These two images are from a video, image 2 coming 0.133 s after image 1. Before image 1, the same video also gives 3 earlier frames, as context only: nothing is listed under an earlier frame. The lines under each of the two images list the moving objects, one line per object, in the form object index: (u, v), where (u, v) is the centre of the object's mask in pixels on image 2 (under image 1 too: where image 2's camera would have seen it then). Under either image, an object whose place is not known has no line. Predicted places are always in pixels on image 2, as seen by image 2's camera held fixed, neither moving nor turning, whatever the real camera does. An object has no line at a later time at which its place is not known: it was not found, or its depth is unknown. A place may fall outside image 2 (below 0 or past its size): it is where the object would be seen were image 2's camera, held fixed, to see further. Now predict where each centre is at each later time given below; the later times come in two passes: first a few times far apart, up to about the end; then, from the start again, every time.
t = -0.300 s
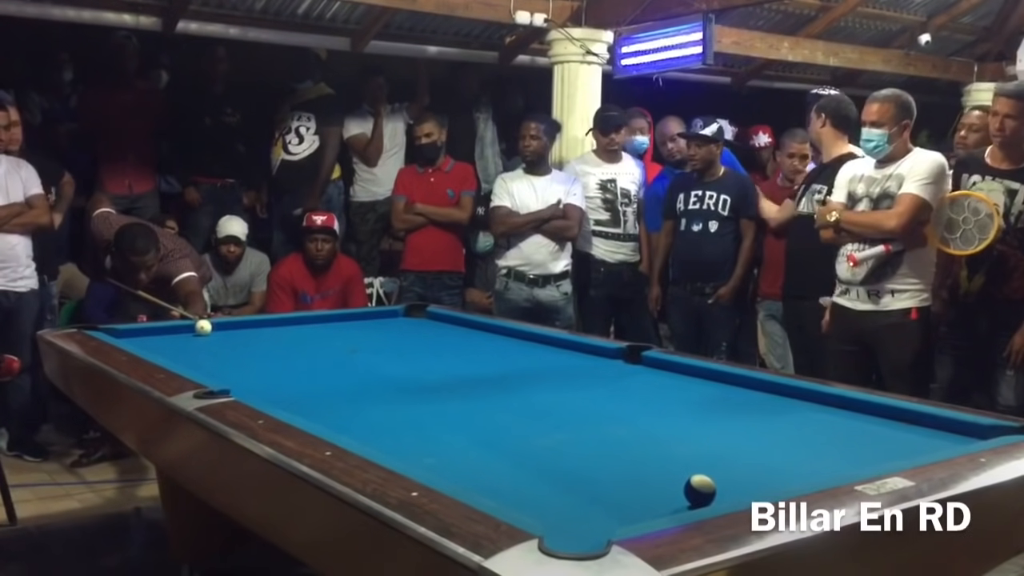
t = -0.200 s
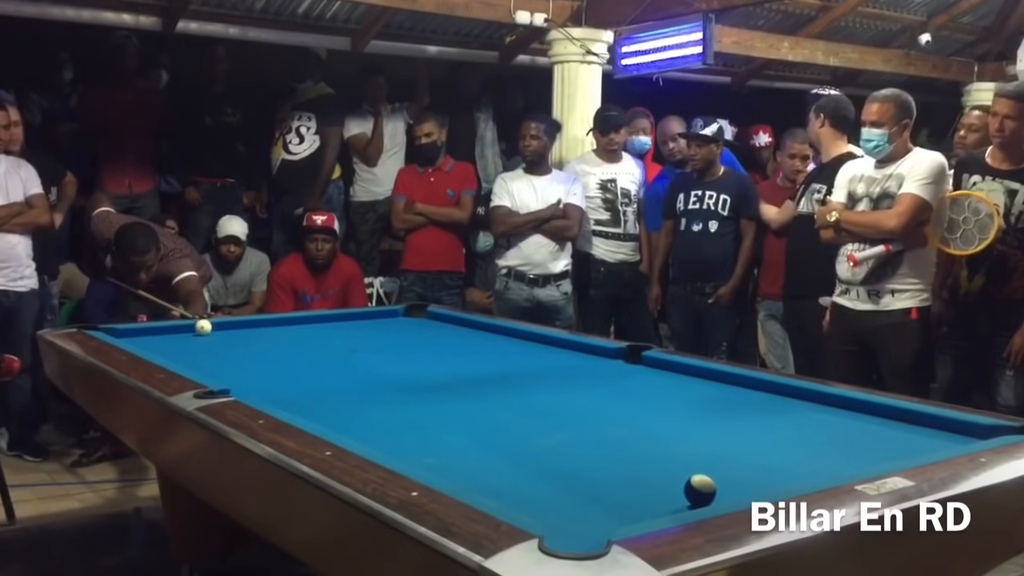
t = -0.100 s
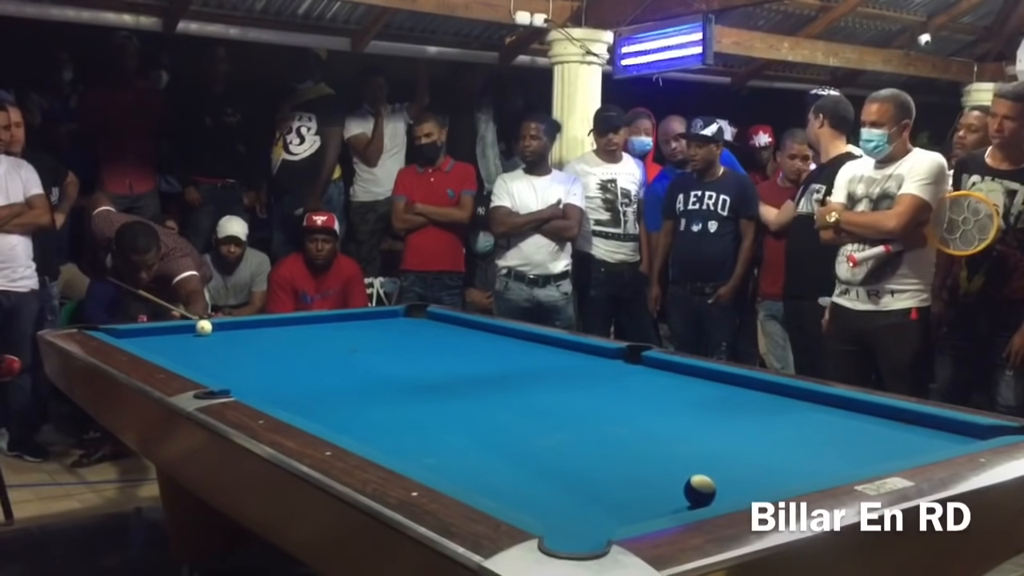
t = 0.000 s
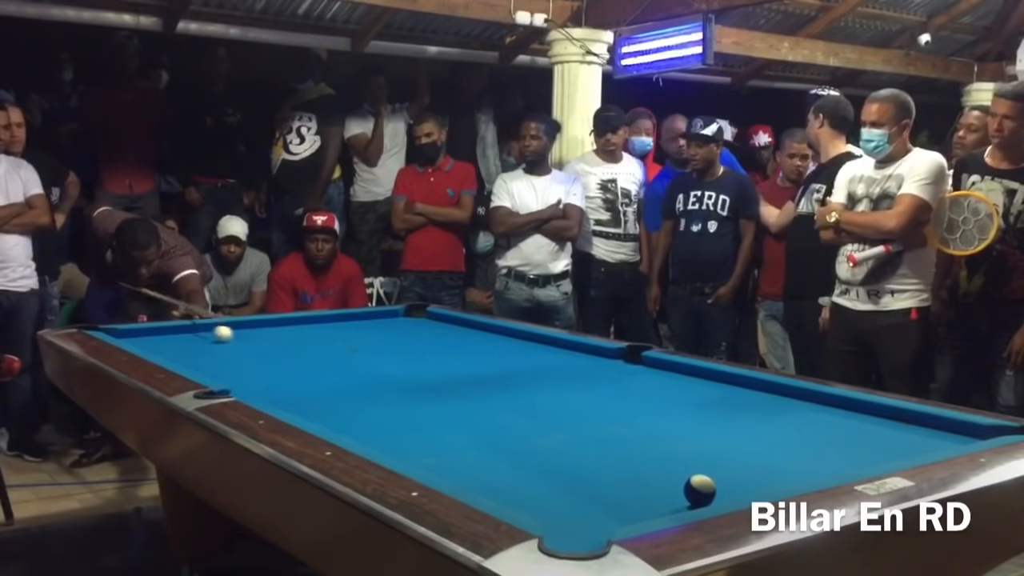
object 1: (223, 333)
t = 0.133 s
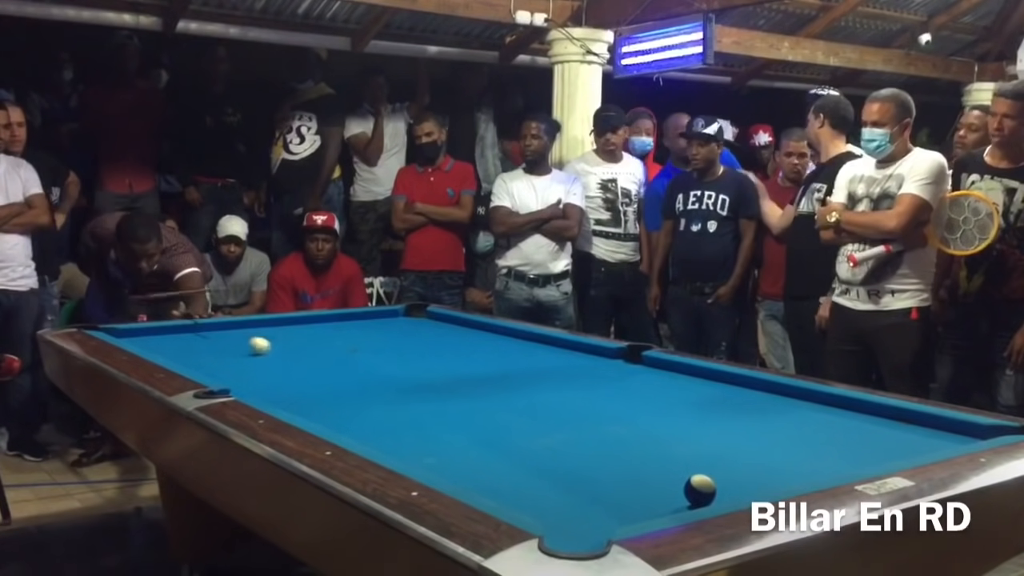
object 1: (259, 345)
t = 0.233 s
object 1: (291, 356)
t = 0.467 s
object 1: (378, 386)
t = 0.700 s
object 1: (496, 427)
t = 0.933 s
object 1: (661, 483)
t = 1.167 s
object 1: (674, 505)
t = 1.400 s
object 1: (602, 502)
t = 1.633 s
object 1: (535, 490)
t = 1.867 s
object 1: (475, 480)
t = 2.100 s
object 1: (435, 467)
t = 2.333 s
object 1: (428, 460)
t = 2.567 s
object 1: (423, 452)
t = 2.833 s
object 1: (417, 441)
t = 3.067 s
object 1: (414, 434)
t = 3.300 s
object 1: (410, 429)
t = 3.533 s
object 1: (406, 423)
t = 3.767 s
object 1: (404, 419)
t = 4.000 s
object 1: (400, 415)
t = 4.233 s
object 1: (398, 411)
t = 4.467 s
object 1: (395, 409)
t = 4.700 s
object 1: (394, 406)
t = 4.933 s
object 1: (393, 404)
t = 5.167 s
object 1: (392, 403)
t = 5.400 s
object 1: (391, 401)
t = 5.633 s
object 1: (391, 400)
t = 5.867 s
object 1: (391, 400)
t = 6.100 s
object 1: (392, 399)
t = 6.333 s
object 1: (392, 400)
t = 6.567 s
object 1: (392, 399)
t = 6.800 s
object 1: (392, 399)
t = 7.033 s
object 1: (392, 399)
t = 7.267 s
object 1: (392, 399)
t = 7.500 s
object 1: (392, 399)
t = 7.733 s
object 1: (392, 399)
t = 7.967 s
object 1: (392, 399)
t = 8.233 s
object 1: (392, 399)
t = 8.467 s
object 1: (392, 399)
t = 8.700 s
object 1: (392, 399)
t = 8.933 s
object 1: (392, 399)
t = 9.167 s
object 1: (392, 399)
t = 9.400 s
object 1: (392, 399)
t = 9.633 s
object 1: (392, 399)
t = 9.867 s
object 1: (392, 399)
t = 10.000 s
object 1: (392, 399)
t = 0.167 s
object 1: (269, 349)
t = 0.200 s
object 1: (280, 352)
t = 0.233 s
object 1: (291, 356)
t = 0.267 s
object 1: (302, 360)
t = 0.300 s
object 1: (313, 363)
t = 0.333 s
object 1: (325, 368)
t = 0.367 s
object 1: (338, 373)
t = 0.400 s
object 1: (351, 377)
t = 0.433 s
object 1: (364, 382)
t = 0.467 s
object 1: (378, 386)
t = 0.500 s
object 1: (393, 391)
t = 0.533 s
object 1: (409, 397)
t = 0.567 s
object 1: (424, 402)
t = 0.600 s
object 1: (441, 407)
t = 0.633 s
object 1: (459, 413)
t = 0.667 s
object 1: (477, 419)
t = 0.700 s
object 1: (496, 427)
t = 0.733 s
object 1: (517, 433)
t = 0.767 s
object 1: (538, 440)
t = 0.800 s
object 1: (560, 448)
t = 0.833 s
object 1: (583, 456)
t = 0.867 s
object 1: (608, 465)
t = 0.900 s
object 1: (634, 474)
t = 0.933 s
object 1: (661, 483)
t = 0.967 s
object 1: (668, 489)
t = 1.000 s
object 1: (665, 493)
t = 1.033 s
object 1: (665, 496)
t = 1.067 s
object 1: (667, 499)
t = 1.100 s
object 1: (671, 502)
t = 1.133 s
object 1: (674, 504)
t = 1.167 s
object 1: (674, 505)
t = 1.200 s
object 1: (663, 505)
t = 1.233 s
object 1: (653, 506)
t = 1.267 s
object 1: (642, 506)
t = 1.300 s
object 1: (632, 506)
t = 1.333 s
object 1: (622, 505)
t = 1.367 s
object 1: (612, 503)
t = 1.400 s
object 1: (602, 502)
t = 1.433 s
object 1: (592, 500)
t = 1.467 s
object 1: (582, 499)
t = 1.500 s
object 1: (573, 498)
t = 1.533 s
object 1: (563, 496)
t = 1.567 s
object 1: (553, 494)
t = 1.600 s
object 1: (544, 492)
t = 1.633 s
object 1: (535, 490)
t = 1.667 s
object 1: (527, 490)
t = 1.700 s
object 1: (518, 488)
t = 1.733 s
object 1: (509, 486)
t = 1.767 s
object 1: (500, 485)
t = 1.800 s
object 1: (492, 484)
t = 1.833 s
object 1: (483, 482)
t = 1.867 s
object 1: (475, 480)
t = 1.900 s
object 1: (467, 478)
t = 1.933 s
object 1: (459, 475)
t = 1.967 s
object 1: (452, 474)
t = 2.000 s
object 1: (444, 471)
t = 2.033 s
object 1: (437, 470)
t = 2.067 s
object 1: (436, 468)
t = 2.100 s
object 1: (435, 467)
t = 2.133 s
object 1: (434, 466)
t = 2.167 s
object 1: (433, 465)
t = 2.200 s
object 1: (432, 464)
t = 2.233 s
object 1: (431, 462)
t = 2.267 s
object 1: (430, 461)
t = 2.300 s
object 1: (429, 460)
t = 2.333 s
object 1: (428, 460)
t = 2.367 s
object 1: (427, 458)
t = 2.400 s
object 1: (426, 458)
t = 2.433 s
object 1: (426, 456)
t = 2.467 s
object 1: (425, 455)
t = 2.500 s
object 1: (424, 454)
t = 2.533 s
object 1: (423, 453)
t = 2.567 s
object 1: (423, 452)
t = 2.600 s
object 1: (422, 450)
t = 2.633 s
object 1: (421, 449)
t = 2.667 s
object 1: (420, 447)
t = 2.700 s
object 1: (419, 446)
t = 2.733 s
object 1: (419, 445)
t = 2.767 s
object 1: (418, 444)
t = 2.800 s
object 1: (418, 443)
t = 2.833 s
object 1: (417, 441)
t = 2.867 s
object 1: (417, 440)
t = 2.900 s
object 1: (416, 439)
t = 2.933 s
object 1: (416, 438)
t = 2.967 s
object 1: (415, 437)
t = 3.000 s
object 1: (414, 437)
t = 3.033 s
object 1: (414, 435)
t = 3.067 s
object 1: (414, 434)
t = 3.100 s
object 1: (413, 433)
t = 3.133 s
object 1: (413, 433)
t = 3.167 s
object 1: (412, 432)
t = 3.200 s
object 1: (411, 431)
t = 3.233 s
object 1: (411, 430)
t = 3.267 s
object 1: (411, 430)
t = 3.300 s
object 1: (410, 429)
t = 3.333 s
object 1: (410, 428)
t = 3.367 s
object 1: (409, 427)
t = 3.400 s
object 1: (409, 426)
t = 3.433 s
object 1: (408, 425)
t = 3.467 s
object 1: (408, 425)
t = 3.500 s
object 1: (407, 424)
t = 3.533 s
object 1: (406, 423)
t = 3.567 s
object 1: (406, 423)
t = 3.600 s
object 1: (405, 422)
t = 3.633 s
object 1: (405, 421)
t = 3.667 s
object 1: (405, 420)
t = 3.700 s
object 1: (404, 420)
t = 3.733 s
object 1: (404, 419)
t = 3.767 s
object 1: (404, 419)
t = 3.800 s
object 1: (403, 418)
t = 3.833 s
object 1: (403, 418)
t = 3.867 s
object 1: (402, 417)
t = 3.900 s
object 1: (402, 416)
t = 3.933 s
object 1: (401, 416)
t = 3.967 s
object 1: (401, 415)
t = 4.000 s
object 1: (400, 415)
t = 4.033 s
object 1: (400, 414)
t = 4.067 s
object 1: (399, 414)
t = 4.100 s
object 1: (399, 413)
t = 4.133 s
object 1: (399, 413)
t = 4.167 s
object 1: (398, 413)
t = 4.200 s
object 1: (398, 412)
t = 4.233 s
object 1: (398, 411)
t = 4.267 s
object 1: (397, 410)
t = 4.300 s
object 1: (397, 411)
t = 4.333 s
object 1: (396, 410)
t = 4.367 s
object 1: (396, 410)
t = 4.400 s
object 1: (396, 410)
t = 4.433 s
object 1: (395, 409)
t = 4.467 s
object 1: (395, 409)
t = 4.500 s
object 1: (395, 409)
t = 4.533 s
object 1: (395, 408)
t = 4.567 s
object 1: (395, 407)
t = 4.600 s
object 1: (394, 407)
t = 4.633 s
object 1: (394, 406)
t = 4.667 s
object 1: (394, 406)
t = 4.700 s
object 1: (394, 406)
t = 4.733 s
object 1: (394, 406)
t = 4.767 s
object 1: (394, 405)
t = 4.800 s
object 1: (393, 405)
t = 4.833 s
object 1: (393, 405)
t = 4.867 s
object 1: (393, 405)
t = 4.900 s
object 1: (393, 404)
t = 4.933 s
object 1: (393, 404)
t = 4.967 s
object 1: (393, 404)
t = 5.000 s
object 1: (393, 404)
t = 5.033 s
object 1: (393, 403)
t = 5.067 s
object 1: (392, 403)
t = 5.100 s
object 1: (392, 403)
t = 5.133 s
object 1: (392, 403)
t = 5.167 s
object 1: (392, 403)
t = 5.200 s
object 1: (392, 402)
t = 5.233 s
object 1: (392, 402)
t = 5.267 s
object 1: (391, 402)
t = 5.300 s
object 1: (391, 402)
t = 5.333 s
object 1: (391, 402)
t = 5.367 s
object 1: (391, 402)
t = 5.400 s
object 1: (391, 401)
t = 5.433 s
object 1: (391, 401)
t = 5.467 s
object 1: (391, 400)
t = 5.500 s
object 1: (391, 401)
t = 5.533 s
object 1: (391, 401)
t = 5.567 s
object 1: (391, 400)
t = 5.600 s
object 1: (391, 400)
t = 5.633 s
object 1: (391, 400)
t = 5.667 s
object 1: (391, 400)
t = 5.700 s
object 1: (391, 400)
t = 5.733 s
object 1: (391, 400)
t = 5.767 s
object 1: (391, 400)
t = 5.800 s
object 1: (391, 400)
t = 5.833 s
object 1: (391, 400)
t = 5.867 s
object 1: (391, 400)
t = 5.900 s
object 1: (392, 400)
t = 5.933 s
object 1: (392, 400)
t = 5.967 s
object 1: (392, 400)
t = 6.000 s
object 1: (392, 400)
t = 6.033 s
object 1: (392, 399)
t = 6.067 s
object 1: (392, 399)
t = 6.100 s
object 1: (392, 399)
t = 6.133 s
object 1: (392, 400)
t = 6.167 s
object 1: (392, 400)
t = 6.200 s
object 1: (392, 400)
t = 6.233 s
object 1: (392, 399)
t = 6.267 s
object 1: (392, 399)
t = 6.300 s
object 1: (392, 399)
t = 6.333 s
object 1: (392, 400)
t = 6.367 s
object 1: (392, 399)
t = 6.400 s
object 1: (392, 399)
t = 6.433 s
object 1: (392, 399)
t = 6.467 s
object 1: (392, 400)
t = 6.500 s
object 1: (392, 400)
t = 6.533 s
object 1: (392, 399)
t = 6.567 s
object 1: (392, 399)
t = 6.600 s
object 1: (392, 399)
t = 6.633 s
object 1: (392, 399)
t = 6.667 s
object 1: (392, 399)
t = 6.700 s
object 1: (392, 399)
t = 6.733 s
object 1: (392, 399)
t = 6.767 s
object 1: (392, 399)
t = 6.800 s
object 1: (392, 399)
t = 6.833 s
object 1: (392, 399)
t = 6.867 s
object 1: (392, 399)
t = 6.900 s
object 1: (392, 399)
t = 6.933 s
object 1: (392, 399)
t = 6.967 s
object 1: (392, 399)
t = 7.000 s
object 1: (392, 399)
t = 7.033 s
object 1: (392, 399)
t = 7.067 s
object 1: (392, 399)
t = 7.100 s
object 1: (392, 399)
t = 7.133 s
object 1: (392, 400)
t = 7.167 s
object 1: (392, 399)
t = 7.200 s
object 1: (392, 399)
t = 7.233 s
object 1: (392, 399)
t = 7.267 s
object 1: (392, 399)
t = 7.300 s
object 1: (392, 399)
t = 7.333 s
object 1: (392, 399)
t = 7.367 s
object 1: (392, 399)
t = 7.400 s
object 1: (392, 399)
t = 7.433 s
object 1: (392, 399)
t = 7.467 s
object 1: (392, 399)
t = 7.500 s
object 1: (392, 399)
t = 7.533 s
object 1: (392, 399)
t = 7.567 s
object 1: (392, 399)
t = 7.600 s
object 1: (392, 399)
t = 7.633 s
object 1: (392, 399)
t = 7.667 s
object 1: (392, 399)
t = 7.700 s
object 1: (392, 399)
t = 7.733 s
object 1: (392, 399)
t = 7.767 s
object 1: (392, 399)
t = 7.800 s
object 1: (392, 399)
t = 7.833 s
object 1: (392, 399)
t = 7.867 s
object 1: (392, 399)
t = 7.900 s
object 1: (392, 399)
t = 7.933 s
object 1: (392, 399)
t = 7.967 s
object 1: (392, 399)
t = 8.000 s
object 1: (392, 399)
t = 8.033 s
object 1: (392, 399)
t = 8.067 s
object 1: (392, 399)
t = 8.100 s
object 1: (392, 399)
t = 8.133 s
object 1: (392, 399)
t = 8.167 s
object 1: (392, 399)
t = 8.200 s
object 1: (392, 400)
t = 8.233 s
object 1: (392, 399)
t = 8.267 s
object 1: (392, 400)
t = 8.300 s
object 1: (392, 400)
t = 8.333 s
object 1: (392, 399)
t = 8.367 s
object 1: (392, 399)
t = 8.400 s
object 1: (392, 399)
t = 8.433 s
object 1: (392, 399)
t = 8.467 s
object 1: (392, 399)
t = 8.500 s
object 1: (392, 400)
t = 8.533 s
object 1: (392, 400)
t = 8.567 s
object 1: (392, 400)
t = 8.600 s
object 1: (392, 400)
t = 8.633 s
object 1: (392, 400)
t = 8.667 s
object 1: (392, 399)
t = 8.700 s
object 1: (392, 399)
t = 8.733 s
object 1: (392, 399)
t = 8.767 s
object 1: (392, 399)
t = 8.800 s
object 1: (392, 399)
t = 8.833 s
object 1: (392, 399)
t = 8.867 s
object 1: (392, 399)
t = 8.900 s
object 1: (392, 399)
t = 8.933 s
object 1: (392, 399)
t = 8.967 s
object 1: (392, 399)
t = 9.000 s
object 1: (392, 399)
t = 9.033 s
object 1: (392, 399)
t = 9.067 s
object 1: (392, 399)
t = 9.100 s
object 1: (392, 399)
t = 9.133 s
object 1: (392, 399)
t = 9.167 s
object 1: (392, 399)
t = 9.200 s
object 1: (392, 399)
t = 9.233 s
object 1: (392, 399)
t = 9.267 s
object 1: (392, 399)
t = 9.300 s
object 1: (392, 399)
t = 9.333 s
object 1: (392, 399)
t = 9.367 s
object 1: (392, 399)
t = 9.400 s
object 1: (392, 399)
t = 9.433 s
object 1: (392, 399)
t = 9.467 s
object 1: (392, 399)
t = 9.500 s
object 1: (392, 399)
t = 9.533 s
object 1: (392, 399)
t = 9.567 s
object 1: (392, 399)
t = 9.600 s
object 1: (392, 399)
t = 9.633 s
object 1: (392, 399)
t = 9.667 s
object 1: (392, 399)
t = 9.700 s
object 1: (392, 399)
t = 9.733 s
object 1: (392, 399)
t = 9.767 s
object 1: (392, 399)
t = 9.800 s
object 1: (392, 399)
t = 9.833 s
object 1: (392, 399)
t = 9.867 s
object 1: (392, 399)
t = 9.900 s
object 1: (392, 399)
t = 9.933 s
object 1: (392, 399)
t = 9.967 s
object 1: (392, 399)
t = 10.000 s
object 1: (392, 399)
